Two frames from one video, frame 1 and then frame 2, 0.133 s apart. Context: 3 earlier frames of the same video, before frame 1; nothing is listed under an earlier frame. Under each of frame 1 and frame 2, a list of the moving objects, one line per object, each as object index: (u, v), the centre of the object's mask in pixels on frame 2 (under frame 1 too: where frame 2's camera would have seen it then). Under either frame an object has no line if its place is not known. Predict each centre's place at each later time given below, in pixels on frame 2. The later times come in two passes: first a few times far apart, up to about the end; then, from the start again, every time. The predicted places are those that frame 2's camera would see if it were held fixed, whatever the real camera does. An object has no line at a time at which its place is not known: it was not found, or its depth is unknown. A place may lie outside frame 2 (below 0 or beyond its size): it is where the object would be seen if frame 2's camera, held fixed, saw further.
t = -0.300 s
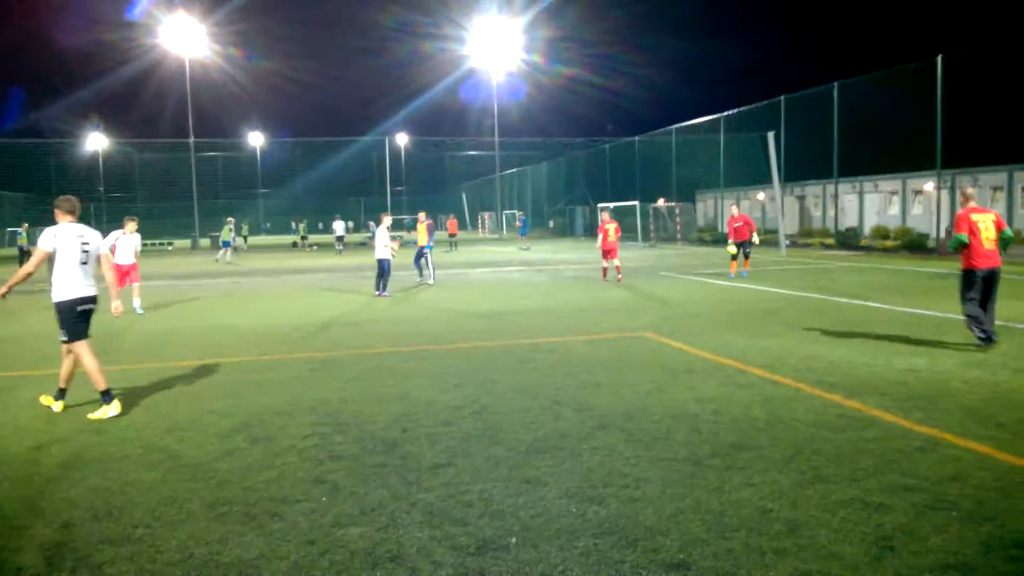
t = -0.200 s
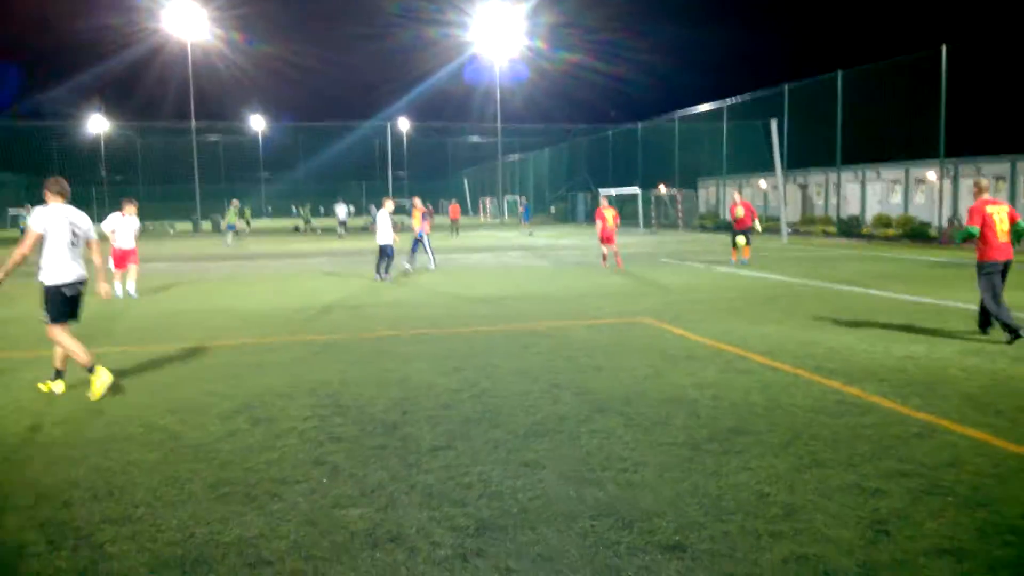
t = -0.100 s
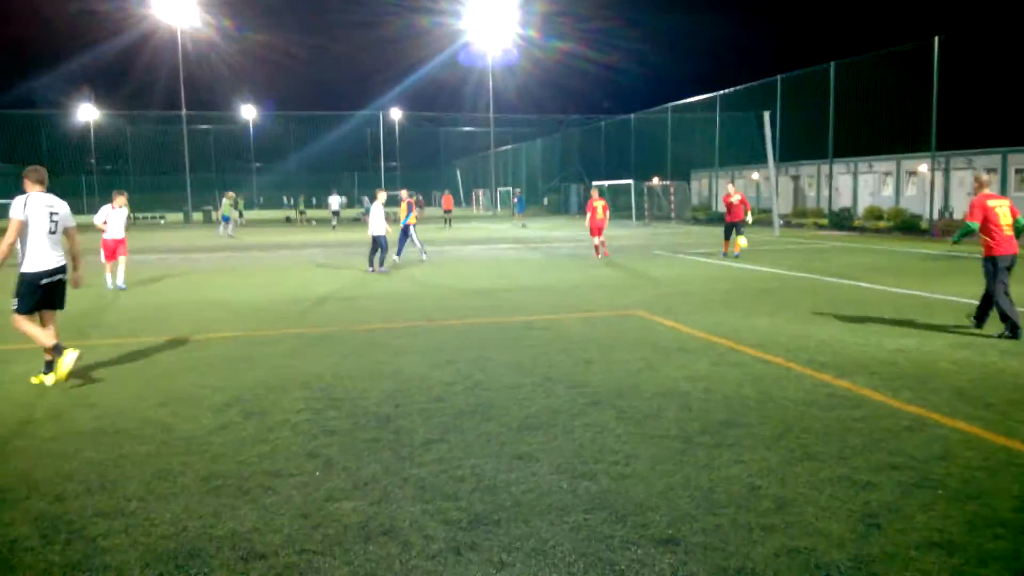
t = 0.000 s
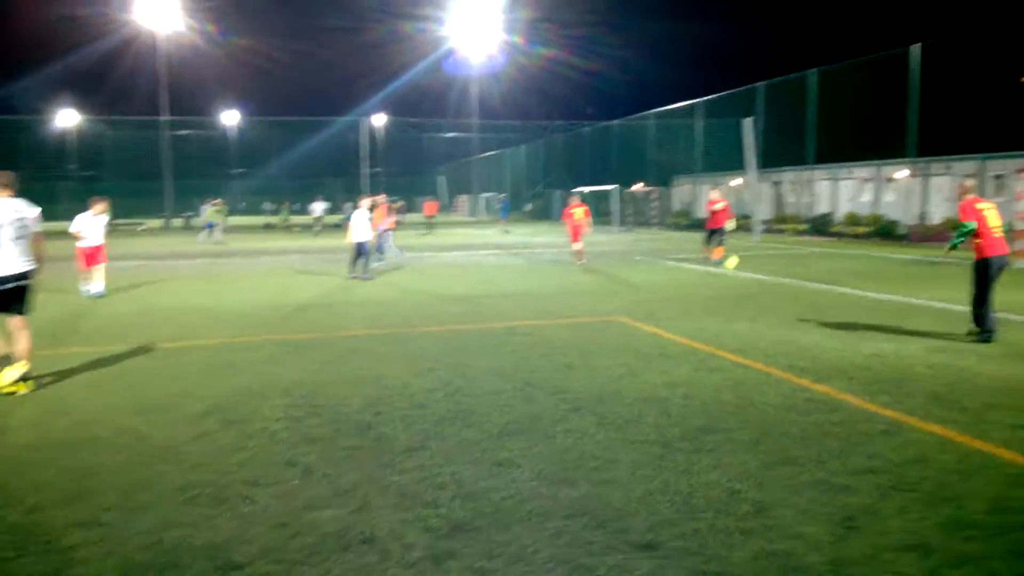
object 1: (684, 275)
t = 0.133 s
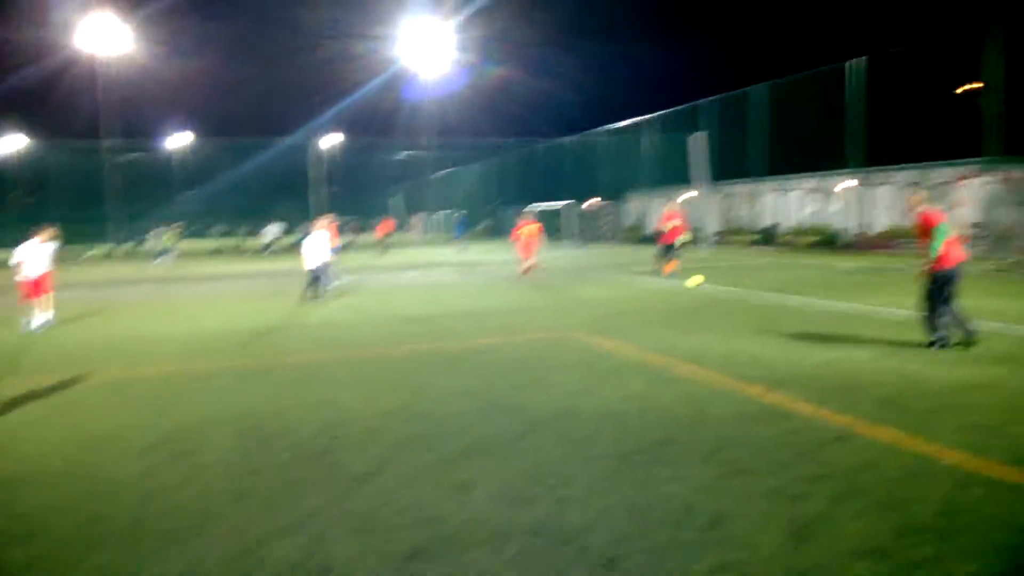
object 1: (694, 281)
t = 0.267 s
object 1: (706, 281)
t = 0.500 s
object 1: (727, 294)
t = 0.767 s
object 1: (758, 308)
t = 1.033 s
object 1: (793, 322)
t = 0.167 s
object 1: (698, 279)
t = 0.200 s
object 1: (700, 280)
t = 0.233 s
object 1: (702, 280)
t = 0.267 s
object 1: (706, 281)
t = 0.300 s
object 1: (708, 282)
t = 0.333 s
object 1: (711, 285)
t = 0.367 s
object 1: (714, 289)
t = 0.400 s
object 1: (717, 292)
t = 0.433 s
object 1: (720, 295)
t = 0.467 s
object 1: (724, 294)
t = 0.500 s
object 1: (727, 294)
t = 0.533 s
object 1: (730, 294)
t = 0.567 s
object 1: (734, 295)
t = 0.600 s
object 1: (738, 297)
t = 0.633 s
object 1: (742, 300)
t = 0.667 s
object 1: (746, 304)
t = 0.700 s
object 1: (749, 306)
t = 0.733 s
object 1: (753, 307)
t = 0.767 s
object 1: (758, 308)
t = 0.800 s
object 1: (761, 310)
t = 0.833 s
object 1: (765, 313)
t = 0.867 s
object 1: (771, 314)
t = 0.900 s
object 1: (777, 312)
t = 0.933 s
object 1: (778, 316)
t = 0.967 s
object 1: (783, 319)
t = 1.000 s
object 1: (789, 320)
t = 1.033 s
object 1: (793, 322)
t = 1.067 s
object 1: (798, 324)
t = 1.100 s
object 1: (803, 327)
